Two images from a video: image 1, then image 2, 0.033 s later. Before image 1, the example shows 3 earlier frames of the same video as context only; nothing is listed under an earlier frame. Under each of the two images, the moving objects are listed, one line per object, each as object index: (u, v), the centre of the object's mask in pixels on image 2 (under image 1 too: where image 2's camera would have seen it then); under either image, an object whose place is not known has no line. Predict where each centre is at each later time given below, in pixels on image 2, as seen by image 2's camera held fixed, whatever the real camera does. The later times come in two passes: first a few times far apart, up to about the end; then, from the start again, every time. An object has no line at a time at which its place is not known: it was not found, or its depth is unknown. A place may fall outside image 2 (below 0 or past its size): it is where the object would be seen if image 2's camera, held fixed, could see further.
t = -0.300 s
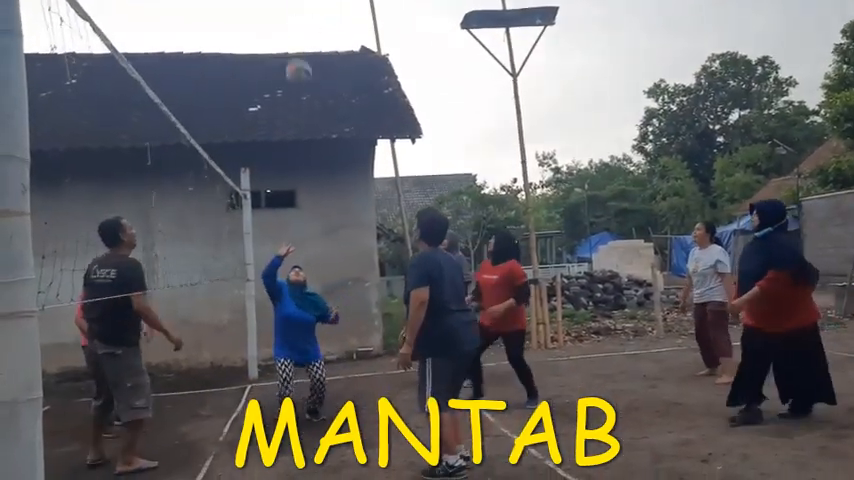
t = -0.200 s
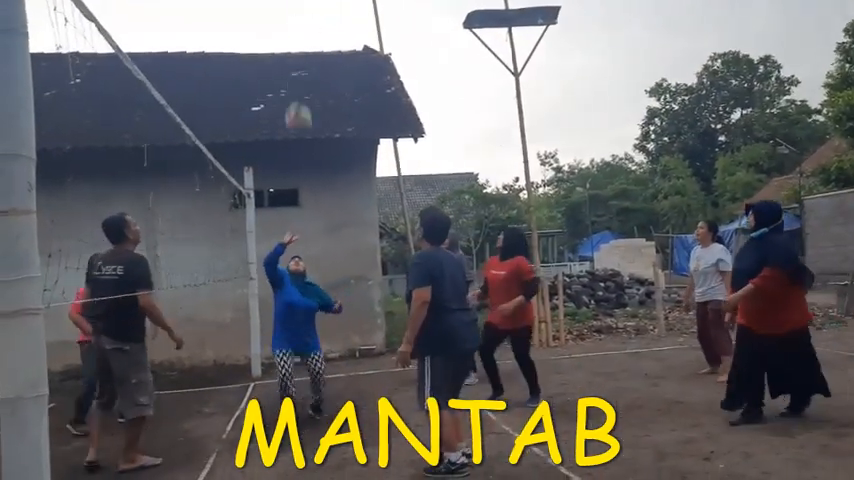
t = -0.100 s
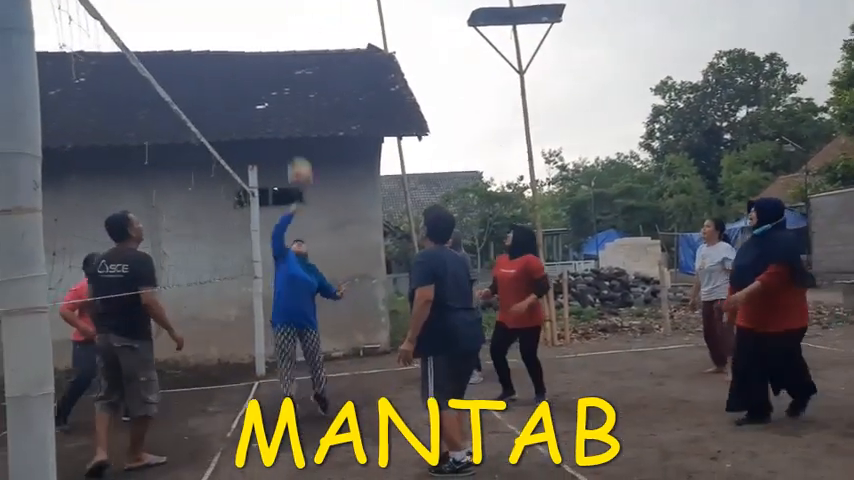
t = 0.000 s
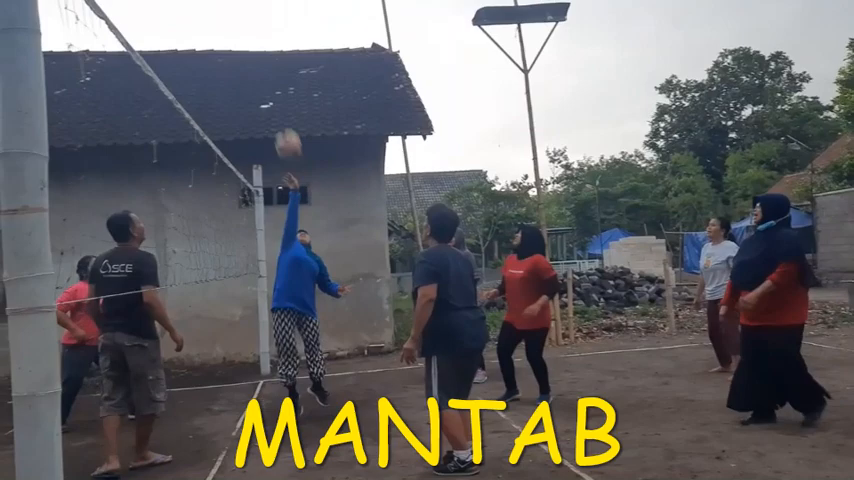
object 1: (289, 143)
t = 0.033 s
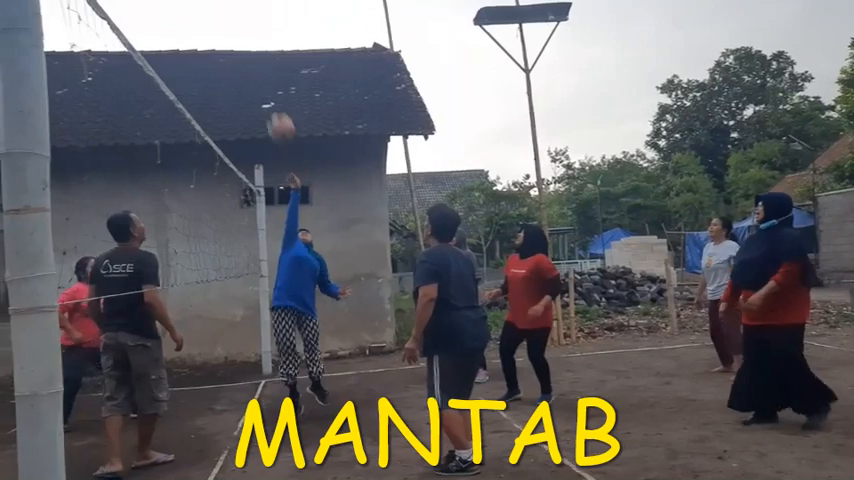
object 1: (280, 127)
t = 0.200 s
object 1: (237, 64)
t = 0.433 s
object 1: (181, 31)
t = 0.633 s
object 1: (145, 49)
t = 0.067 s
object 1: (271, 110)
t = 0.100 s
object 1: (262, 96)
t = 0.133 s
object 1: (254, 84)
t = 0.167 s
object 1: (245, 72)
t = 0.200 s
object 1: (237, 64)
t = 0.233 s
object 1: (229, 55)
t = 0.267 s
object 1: (220, 48)
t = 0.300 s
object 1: (212, 42)
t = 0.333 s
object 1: (204, 38)
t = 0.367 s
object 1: (196, 34)
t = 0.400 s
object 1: (189, 32)
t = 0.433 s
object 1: (181, 31)
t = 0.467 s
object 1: (174, 32)
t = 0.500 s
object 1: (167, 33)
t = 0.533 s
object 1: (161, 36)
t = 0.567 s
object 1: (155, 40)
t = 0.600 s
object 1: (148, 44)
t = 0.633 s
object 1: (145, 49)
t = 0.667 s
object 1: (129, 58)
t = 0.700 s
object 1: (129, 65)
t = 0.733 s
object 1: (123, 76)
